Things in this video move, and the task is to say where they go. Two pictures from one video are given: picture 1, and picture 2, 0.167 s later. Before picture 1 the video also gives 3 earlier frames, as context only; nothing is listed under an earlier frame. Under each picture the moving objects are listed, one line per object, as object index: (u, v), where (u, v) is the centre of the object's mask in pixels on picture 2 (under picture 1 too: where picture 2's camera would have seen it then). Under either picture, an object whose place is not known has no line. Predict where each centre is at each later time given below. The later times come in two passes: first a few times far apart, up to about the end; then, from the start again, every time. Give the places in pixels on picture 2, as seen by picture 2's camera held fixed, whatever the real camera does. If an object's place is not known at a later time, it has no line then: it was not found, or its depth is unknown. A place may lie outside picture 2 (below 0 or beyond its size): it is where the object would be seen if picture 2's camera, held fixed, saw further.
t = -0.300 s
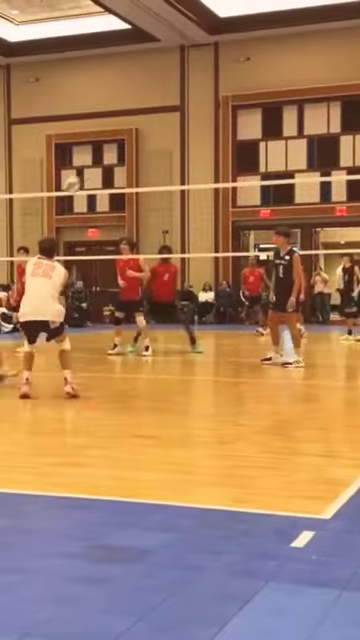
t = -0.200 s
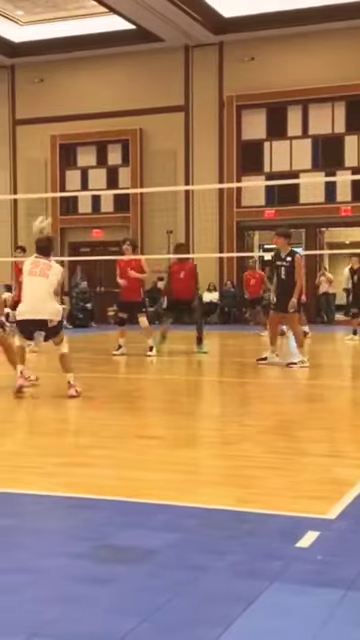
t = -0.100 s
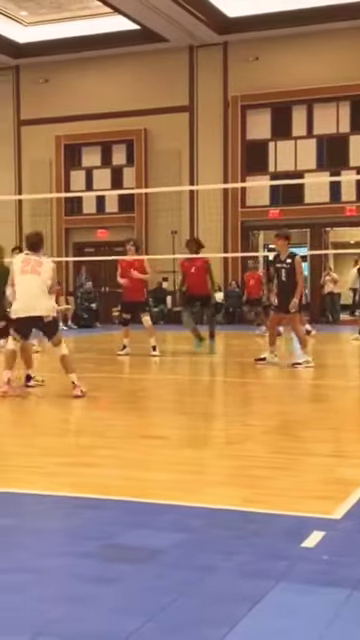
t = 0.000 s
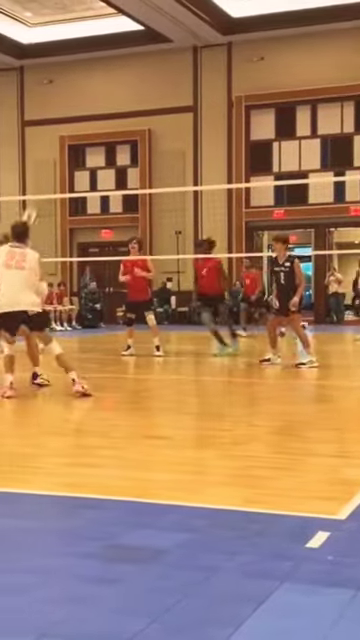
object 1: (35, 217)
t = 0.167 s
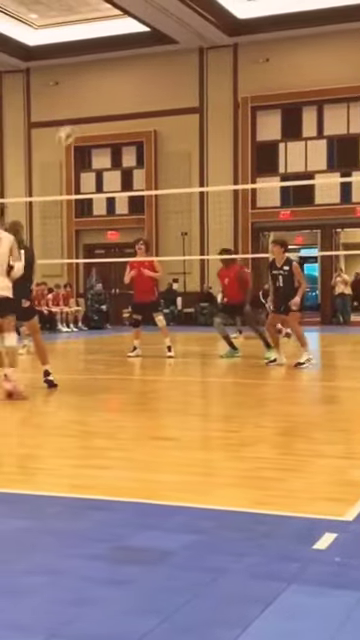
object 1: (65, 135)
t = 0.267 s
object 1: (83, 98)
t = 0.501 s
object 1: (121, 51)
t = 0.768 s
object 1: (159, 51)
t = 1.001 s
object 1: (191, 93)
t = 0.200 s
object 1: (71, 121)
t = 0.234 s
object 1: (77, 108)
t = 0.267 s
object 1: (83, 98)
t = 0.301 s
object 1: (88, 88)
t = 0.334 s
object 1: (94, 78)
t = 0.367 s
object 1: (99, 72)
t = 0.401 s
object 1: (105, 65)
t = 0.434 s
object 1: (110, 60)
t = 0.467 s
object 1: (115, 55)
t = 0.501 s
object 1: (121, 51)
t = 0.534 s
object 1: (125, 49)
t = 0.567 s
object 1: (131, 47)
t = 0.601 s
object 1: (136, 46)
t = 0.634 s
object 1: (141, 46)
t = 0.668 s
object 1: (145, 46)
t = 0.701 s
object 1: (151, 47)
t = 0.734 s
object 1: (155, 49)
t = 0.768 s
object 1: (159, 51)
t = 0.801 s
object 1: (164, 56)
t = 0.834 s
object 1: (170, 60)
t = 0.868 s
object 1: (173, 65)
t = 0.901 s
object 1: (177, 71)
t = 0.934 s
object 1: (182, 78)
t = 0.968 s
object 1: (186, 83)
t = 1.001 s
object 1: (191, 93)
